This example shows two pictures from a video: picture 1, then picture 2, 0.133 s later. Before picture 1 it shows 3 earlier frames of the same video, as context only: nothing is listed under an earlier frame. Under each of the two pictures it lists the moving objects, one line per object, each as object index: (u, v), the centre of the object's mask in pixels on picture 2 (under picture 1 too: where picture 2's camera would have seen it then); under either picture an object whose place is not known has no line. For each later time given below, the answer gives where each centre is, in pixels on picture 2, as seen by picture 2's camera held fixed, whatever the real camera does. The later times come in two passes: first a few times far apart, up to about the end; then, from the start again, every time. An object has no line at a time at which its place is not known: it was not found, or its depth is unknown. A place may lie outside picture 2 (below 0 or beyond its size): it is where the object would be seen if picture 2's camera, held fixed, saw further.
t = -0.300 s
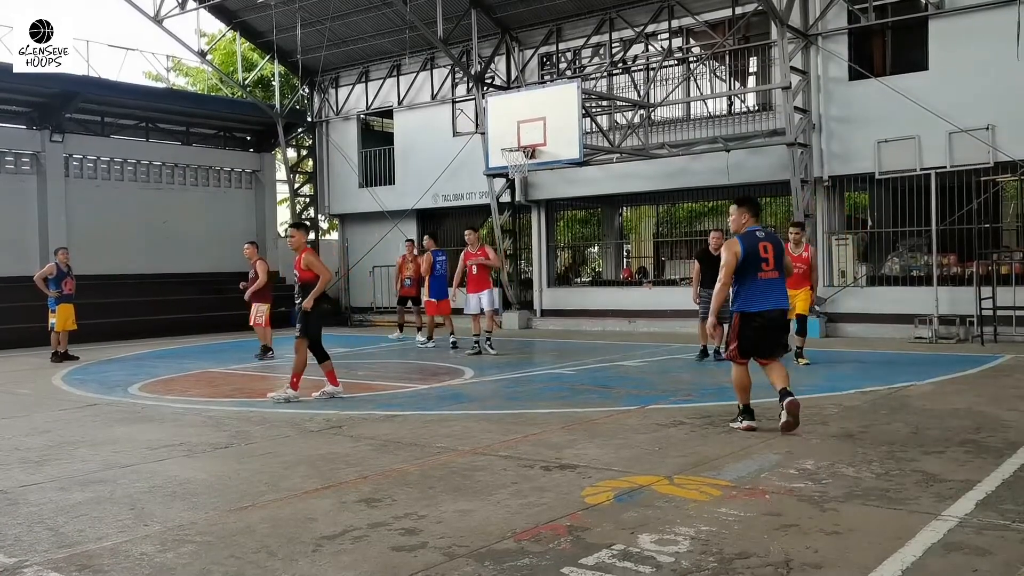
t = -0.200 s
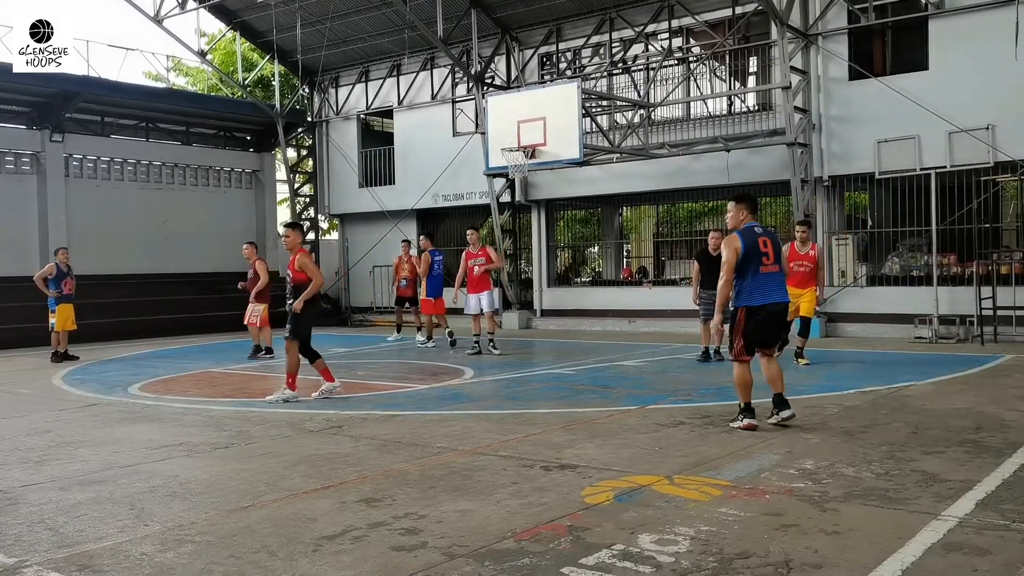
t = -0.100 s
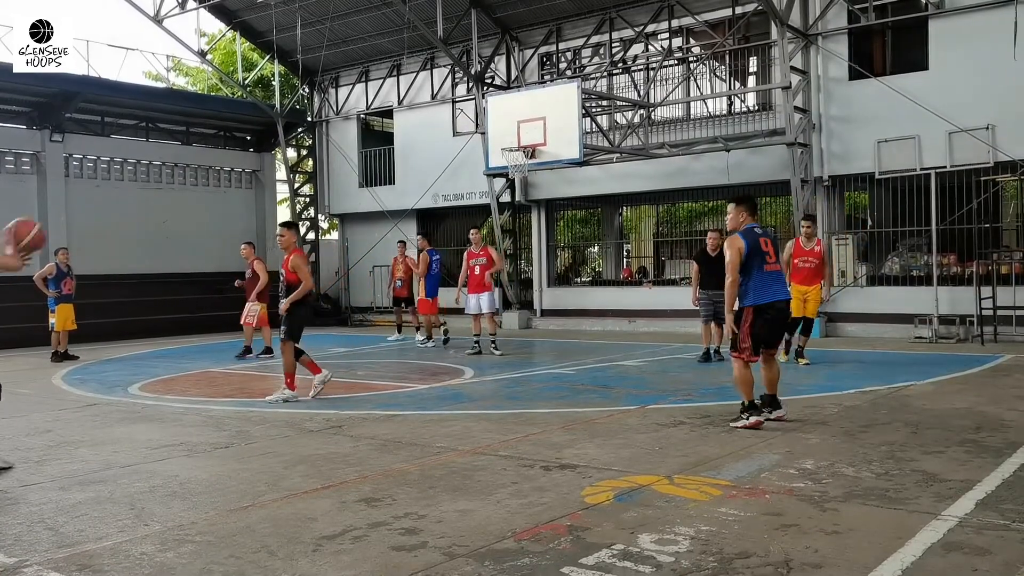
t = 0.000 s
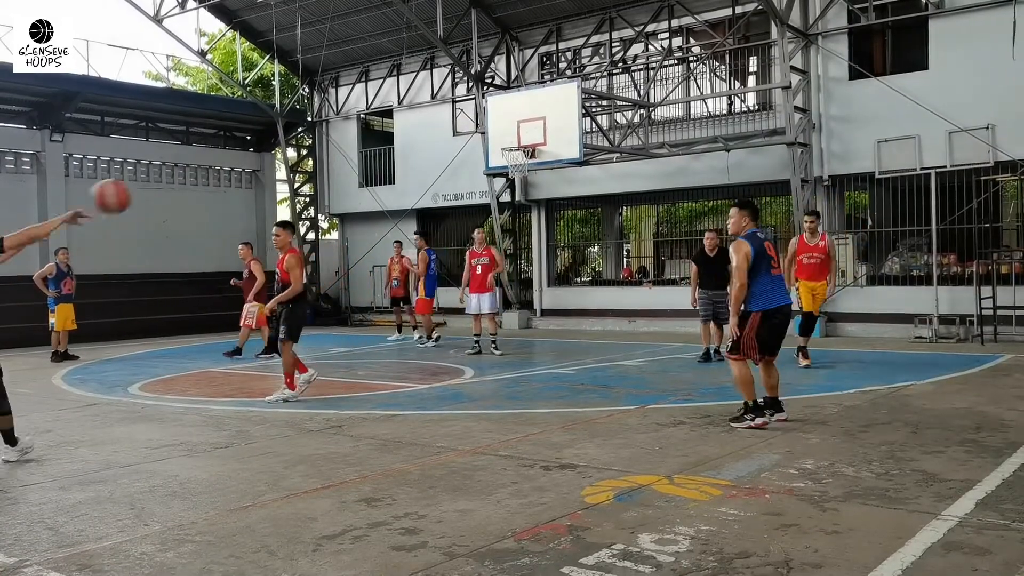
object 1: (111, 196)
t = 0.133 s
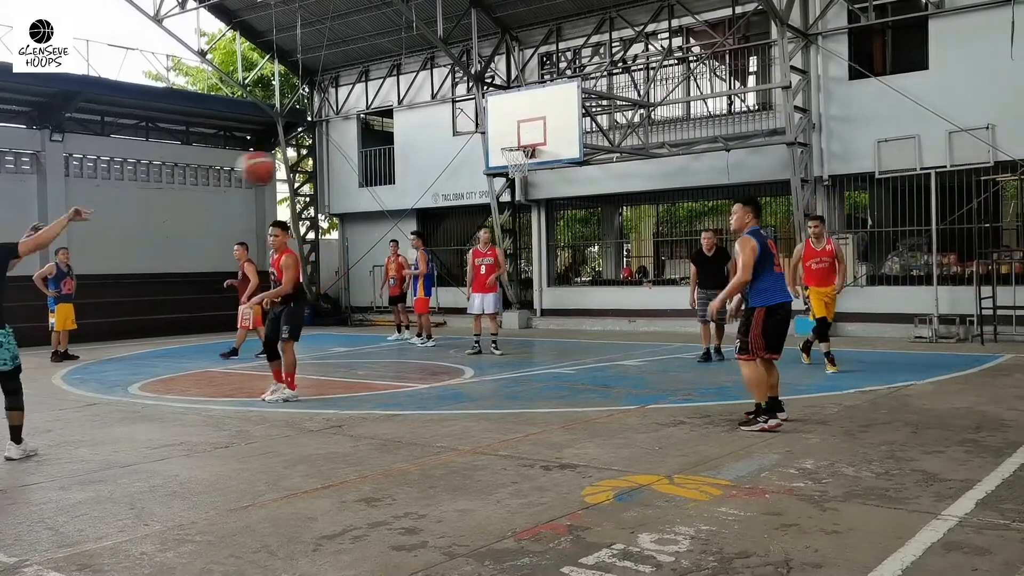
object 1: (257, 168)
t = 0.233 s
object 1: (364, 164)
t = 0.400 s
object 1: (536, 190)
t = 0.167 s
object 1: (293, 165)
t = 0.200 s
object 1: (328, 164)
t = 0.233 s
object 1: (364, 164)
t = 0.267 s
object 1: (397, 166)
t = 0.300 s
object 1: (432, 170)
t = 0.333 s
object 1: (467, 175)
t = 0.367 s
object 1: (502, 182)
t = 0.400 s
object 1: (536, 190)
